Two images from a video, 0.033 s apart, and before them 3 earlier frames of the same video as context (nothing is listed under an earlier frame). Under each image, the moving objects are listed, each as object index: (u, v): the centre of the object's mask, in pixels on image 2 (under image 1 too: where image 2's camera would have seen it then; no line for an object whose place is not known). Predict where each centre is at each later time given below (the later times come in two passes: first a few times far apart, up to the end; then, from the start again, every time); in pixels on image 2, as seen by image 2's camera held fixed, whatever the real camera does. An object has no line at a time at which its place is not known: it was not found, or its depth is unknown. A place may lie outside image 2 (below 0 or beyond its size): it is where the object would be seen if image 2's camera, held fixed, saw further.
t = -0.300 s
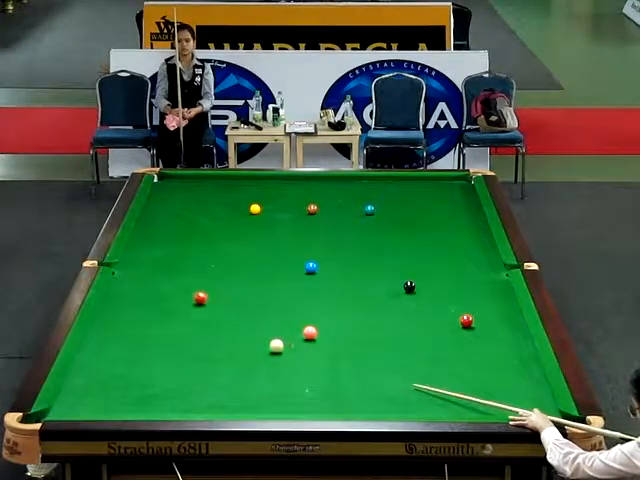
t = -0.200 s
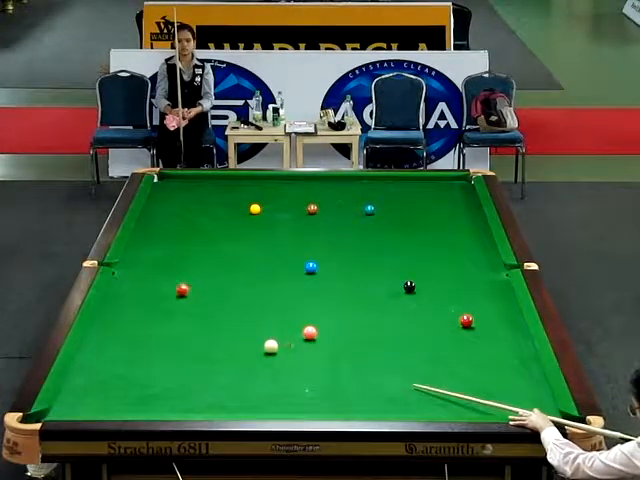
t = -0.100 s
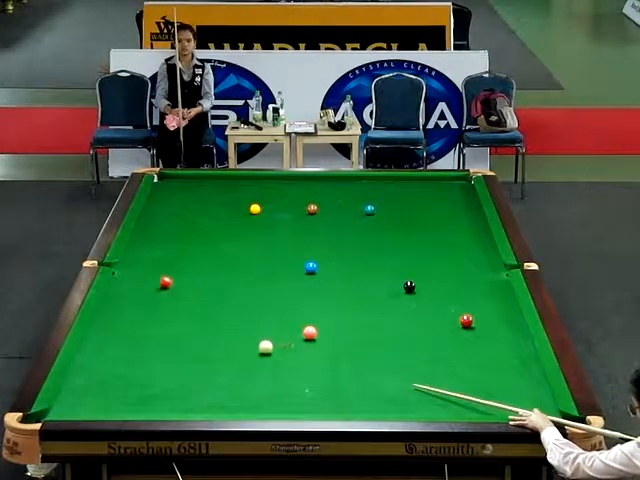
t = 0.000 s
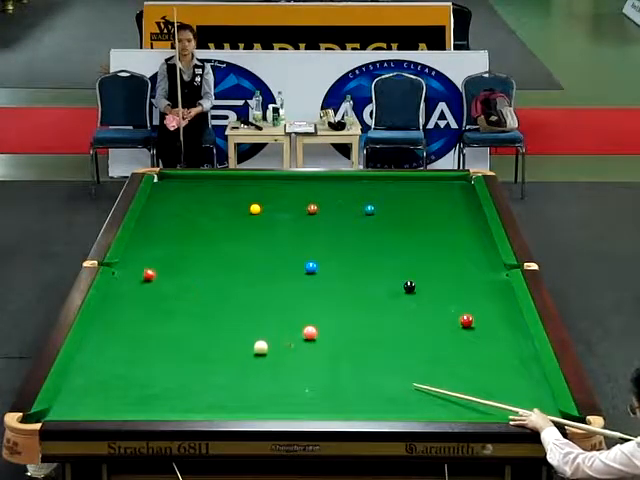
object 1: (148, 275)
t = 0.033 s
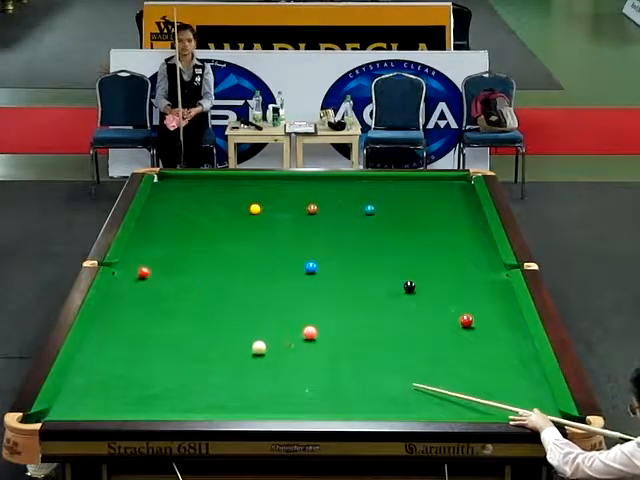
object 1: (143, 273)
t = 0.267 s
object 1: (139, 263)
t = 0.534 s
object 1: (189, 263)
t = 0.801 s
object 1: (235, 263)
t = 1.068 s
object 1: (281, 263)
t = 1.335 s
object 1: (325, 262)
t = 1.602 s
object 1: (367, 262)
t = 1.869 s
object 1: (408, 262)
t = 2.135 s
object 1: (447, 262)
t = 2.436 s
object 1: (489, 261)
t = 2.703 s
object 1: (477, 261)
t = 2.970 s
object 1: (455, 261)
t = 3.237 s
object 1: (434, 261)
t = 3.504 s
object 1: (414, 261)
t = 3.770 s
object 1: (395, 261)
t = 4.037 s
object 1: (378, 261)
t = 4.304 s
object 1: (363, 261)
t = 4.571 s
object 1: (349, 261)
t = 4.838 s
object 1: (335, 261)
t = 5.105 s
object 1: (324, 261)
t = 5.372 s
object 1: (314, 259)
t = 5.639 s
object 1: (303, 260)
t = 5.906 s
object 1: (295, 260)
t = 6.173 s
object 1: (289, 260)
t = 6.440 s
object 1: (283, 260)
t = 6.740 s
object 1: (279, 260)
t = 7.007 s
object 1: (276, 260)
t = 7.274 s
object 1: (275, 260)
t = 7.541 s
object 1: (274, 260)
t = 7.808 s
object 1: (274, 260)
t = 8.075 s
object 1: (275, 260)
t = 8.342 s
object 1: (275, 260)
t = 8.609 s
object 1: (275, 260)
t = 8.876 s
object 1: (274, 260)
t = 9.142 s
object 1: (274, 260)
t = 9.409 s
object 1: (274, 260)
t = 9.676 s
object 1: (274, 260)
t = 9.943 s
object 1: (274, 260)
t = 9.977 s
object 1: (274, 260)
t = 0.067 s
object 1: (138, 271)
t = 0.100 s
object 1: (133, 269)
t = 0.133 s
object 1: (127, 266)
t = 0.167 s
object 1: (121, 264)
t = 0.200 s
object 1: (124, 263)
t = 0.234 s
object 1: (132, 263)
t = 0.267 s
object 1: (139, 263)
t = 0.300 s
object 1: (146, 263)
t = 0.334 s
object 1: (152, 263)
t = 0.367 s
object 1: (159, 263)
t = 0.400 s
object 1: (164, 263)
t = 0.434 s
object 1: (171, 263)
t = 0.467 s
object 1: (177, 263)
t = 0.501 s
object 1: (183, 263)
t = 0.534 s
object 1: (189, 263)
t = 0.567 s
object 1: (195, 263)
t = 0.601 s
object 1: (201, 263)
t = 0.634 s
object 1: (206, 263)
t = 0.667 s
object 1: (213, 263)
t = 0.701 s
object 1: (218, 263)
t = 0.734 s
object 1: (224, 263)
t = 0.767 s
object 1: (230, 263)
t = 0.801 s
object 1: (235, 263)
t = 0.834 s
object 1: (241, 263)
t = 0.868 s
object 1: (247, 263)
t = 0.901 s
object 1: (253, 263)
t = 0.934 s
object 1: (258, 263)
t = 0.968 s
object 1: (264, 263)
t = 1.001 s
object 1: (270, 263)
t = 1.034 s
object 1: (276, 263)
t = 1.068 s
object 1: (281, 263)
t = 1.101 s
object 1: (287, 262)
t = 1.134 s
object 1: (292, 262)
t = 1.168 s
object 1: (297, 262)
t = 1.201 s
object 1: (302, 261)
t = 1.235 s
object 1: (306, 260)
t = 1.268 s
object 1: (314, 259)
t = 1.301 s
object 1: (320, 262)
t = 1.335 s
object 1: (325, 262)
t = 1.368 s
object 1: (330, 262)
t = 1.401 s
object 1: (335, 262)
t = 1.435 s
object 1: (341, 262)
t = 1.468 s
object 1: (346, 262)
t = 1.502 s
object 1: (352, 262)
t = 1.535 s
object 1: (357, 262)
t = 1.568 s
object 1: (362, 262)
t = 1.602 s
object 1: (367, 262)
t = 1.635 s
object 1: (373, 262)
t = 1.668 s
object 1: (377, 262)
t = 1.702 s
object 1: (383, 262)
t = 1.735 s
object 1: (387, 262)
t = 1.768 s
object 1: (393, 262)
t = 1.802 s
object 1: (398, 262)
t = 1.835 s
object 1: (403, 262)
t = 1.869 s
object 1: (408, 262)
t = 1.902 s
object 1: (413, 262)
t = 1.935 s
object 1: (418, 262)
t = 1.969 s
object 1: (422, 262)
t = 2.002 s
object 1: (428, 262)
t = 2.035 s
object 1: (432, 262)
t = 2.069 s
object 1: (437, 262)
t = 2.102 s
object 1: (442, 262)
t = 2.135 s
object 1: (447, 262)
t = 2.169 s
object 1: (452, 262)
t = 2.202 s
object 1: (456, 261)
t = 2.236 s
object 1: (461, 261)
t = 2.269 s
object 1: (466, 261)
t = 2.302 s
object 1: (471, 261)
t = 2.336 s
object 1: (474, 261)
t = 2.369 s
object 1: (479, 261)
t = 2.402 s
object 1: (484, 261)
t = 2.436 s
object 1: (489, 261)
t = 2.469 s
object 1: (493, 261)
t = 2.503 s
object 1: (496, 261)
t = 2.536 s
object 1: (493, 261)
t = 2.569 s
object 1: (489, 261)
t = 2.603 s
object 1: (486, 261)
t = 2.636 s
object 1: (483, 261)
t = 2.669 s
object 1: (481, 261)
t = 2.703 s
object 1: (477, 261)
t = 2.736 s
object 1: (475, 261)
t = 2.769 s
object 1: (472, 262)
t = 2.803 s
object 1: (469, 261)
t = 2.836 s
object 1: (466, 261)
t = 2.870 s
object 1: (463, 261)
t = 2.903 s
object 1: (461, 261)
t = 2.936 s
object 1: (458, 261)
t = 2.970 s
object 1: (455, 261)
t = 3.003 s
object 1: (453, 261)
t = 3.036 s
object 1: (449, 261)
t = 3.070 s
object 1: (447, 261)
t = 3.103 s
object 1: (444, 261)
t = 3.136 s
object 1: (441, 261)
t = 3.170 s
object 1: (439, 261)
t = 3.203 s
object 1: (436, 261)
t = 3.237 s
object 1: (434, 261)
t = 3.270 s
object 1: (431, 261)
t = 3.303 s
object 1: (429, 261)
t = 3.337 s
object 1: (426, 261)
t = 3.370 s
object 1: (423, 261)
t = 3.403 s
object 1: (421, 261)
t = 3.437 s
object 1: (419, 261)
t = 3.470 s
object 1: (416, 261)
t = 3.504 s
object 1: (414, 261)
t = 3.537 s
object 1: (411, 261)
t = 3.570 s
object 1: (409, 261)
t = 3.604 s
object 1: (406, 261)
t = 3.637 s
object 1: (404, 261)
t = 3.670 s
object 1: (402, 261)
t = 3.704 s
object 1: (400, 261)
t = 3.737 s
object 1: (397, 261)
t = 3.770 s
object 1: (395, 261)
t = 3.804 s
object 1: (393, 261)
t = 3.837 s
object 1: (391, 261)
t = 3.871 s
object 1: (388, 261)
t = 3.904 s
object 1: (386, 261)
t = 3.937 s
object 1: (384, 261)
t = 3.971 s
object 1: (382, 261)
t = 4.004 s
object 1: (380, 261)
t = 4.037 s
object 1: (378, 261)
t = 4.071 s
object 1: (376, 261)
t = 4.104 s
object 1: (374, 261)
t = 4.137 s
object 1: (372, 261)
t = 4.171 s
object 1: (370, 261)
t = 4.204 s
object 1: (368, 261)
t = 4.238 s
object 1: (366, 261)
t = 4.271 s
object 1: (364, 261)
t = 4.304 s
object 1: (363, 261)
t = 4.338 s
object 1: (361, 261)
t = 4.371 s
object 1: (359, 260)
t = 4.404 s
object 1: (357, 261)
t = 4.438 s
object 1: (356, 261)
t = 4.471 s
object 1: (354, 261)
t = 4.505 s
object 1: (352, 261)
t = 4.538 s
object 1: (351, 261)
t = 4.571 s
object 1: (349, 261)
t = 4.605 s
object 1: (346, 261)
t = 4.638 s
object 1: (344, 261)
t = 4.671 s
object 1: (343, 261)
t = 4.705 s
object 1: (341, 260)
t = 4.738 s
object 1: (340, 260)
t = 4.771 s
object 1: (338, 260)
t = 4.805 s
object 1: (337, 260)
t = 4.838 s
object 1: (335, 261)
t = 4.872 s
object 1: (333, 261)
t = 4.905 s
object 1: (332, 261)
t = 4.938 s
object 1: (331, 260)
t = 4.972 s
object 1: (329, 260)
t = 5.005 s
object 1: (328, 261)
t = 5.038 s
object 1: (326, 261)
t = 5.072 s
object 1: (325, 261)
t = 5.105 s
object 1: (324, 261)
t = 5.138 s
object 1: (323, 261)
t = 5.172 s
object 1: (321, 261)
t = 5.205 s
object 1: (319, 260)
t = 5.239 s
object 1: (318, 260)
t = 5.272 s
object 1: (317, 259)
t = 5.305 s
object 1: (316, 259)
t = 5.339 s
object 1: (315, 259)
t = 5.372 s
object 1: (314, 259)
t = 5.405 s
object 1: (312, 258)
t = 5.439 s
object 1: (311, 258)
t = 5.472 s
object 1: (309, 258)
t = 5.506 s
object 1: (308, 259)
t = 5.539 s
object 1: (307, 258)
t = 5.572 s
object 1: (306, 259)
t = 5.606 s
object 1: (305, 259)
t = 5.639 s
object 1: (303, 260)
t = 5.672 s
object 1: (302, 260)
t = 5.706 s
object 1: (301, 260)
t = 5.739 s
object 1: (300, 260)
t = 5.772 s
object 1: (299, 260)
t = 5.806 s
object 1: (298, 260)
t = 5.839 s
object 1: (297, 260)
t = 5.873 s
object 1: (297, 260)
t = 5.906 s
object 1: (295, 260)
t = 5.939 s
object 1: (295, 260)
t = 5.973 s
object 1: (294, 260)
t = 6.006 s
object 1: (293, 260)
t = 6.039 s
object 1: (293, 260)
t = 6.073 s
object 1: (292, 260)
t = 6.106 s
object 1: (291, 260)
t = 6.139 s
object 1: (289, 260)
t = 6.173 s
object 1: (289, 260)
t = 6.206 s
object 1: (289, 260)
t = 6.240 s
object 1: (287, 260)
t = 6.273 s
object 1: (287, 260)
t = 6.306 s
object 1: (286, 260)
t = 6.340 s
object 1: (285, 260)
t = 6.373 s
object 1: (285, 260)
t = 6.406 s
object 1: (285, 260)
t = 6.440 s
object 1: (283, 260)
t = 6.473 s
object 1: (283, 260)
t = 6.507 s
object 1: (282, 260)
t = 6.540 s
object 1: (282, 260)
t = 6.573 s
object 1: (281, 260)
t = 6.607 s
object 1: (281, 260)
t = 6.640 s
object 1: (281, 260)
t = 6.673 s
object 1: (280, 260)
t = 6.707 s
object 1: (280, 260)
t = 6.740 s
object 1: (279, 260)
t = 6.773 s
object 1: (279, 260)
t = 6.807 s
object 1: (278, 260)
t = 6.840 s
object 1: (278, 260)
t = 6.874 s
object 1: (278, 260)
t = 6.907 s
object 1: (277, 260)
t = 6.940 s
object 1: (277, 260)
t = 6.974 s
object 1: (277, 260)
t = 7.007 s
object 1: (276, 260)
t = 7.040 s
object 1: (276, 260)
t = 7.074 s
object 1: (276, 260)
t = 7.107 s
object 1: (276, 260)
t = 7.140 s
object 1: (275, 260)
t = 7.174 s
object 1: (275, 260)
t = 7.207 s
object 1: (275, 260)
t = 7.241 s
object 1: (275, 260)
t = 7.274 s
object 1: (275, 260)
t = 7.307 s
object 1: (275, 260)
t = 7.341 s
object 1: (275, 260)
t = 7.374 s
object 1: (275, 260)
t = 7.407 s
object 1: (275, 260)
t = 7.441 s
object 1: (275, 260)
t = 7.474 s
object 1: (275, 260)
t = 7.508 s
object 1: (274, 260)
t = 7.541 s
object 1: (274, 260)
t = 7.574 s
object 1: (274, 260)
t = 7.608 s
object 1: (275, 260)
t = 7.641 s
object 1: (274, 260)
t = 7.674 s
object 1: (275, 260)
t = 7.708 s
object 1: (274, 260)
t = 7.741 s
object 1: (274, 260)
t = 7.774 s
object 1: (274, 260)
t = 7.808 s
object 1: (274, 260)
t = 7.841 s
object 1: (274, 260)
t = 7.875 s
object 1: (274, 260)
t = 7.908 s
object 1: (275, 260)
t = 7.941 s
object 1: (275, 260)
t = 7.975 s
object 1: (275, 260)
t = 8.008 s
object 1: (274, 260)
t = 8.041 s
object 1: (274, 260)
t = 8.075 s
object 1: (275, 260)
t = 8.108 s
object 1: (275, 260)
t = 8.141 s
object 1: (275, 260)
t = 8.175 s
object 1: (275, 259)
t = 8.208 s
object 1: (275, 260)
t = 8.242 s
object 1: (275, 260)
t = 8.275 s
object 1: (275, 260)
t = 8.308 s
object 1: (275, 260)
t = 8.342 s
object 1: (275, 260)
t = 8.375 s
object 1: (275, 260)
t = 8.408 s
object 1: (275, 260)
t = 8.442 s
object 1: (275, 260)
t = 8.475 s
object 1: (275, 260)
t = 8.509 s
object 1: (275, 260)
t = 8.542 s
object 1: (275, 260)
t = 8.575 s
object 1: (274, 260)
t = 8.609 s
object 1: (275, 260)
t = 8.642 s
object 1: (275, 260)
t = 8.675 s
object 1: (274, 260)
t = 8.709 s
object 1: (274, 260)
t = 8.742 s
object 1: (274, 260)
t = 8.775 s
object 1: (274, 260)
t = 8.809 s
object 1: (274, 260)
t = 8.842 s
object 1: (274, 260)
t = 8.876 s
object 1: (274, 260)
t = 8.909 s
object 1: (274, 260)
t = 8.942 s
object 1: (274, 260)
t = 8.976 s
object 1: (274, 260)
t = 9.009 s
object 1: (274, 260)
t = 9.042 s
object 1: (274, 260)
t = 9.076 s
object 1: (274, 260)
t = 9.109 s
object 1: (274, 260)
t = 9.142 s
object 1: (274, 260)
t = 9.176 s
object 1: (274, 260)
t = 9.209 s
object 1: (274, 260)
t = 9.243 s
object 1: (274, 260)
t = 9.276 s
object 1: (274, 260)
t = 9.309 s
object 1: (274, 260)
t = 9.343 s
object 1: (274, 260)
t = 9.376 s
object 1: (274, 260)
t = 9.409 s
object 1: (274, 260)
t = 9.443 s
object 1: (274, 260)
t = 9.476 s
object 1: (274, 260)
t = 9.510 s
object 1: (274, 260)
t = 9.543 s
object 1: (274, 260)
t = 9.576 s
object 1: (274, 260)
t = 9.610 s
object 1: (274, 260)
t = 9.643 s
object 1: (274, 260)
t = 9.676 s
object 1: (274, 260)
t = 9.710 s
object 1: (274, 260)
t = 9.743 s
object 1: (274, 260)
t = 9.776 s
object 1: (274, 260)
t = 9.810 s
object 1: (274, 260)
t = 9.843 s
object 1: (274, 260)
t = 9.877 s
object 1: (274, 260)
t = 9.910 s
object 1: (274, 260)
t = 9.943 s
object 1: (274, 260)
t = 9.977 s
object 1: (274, 260)
